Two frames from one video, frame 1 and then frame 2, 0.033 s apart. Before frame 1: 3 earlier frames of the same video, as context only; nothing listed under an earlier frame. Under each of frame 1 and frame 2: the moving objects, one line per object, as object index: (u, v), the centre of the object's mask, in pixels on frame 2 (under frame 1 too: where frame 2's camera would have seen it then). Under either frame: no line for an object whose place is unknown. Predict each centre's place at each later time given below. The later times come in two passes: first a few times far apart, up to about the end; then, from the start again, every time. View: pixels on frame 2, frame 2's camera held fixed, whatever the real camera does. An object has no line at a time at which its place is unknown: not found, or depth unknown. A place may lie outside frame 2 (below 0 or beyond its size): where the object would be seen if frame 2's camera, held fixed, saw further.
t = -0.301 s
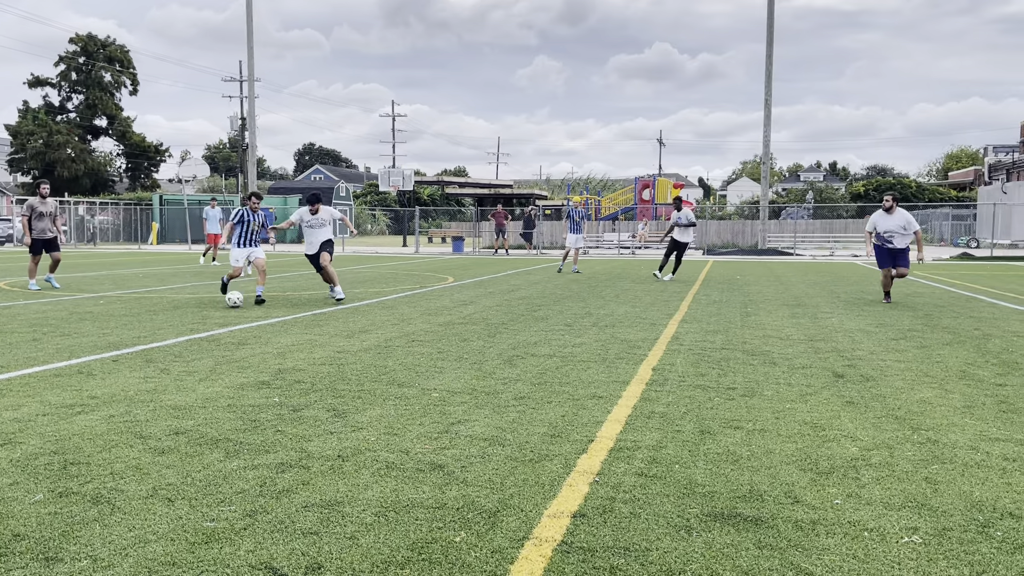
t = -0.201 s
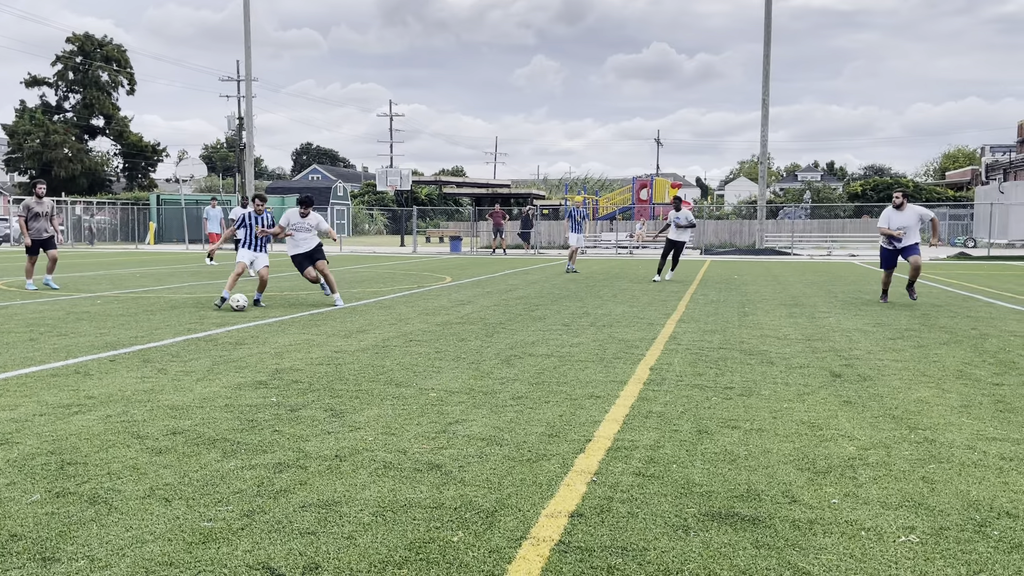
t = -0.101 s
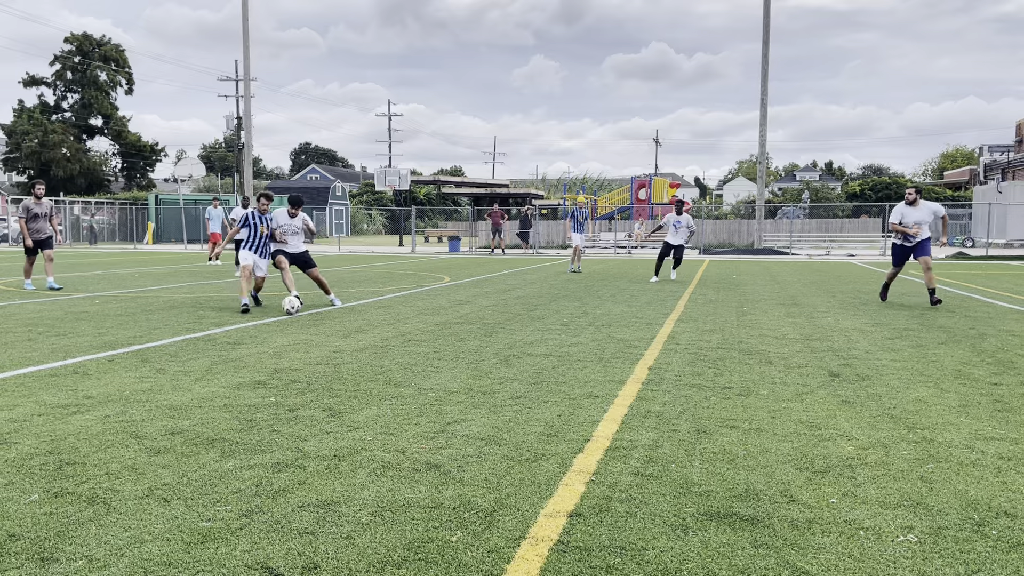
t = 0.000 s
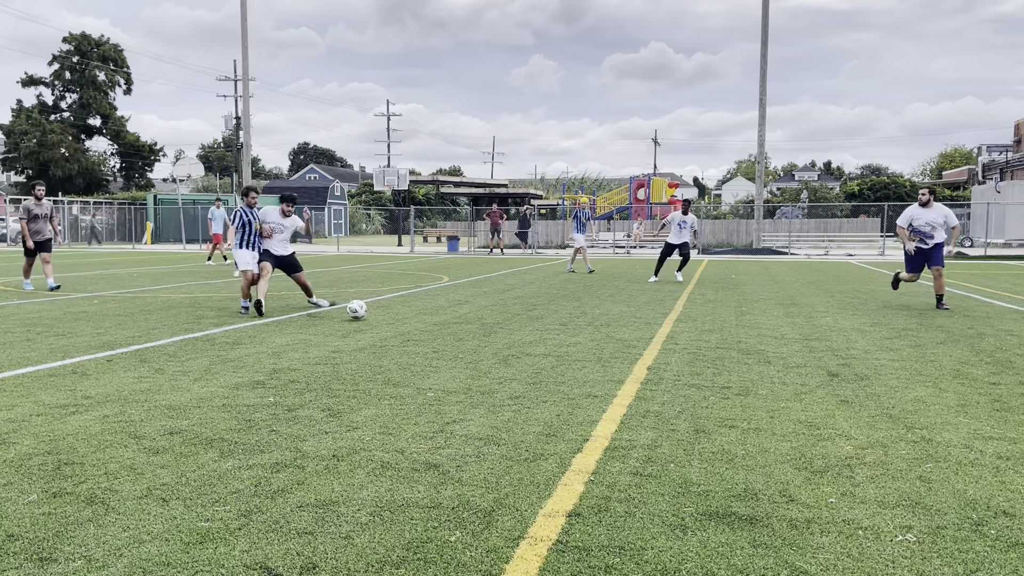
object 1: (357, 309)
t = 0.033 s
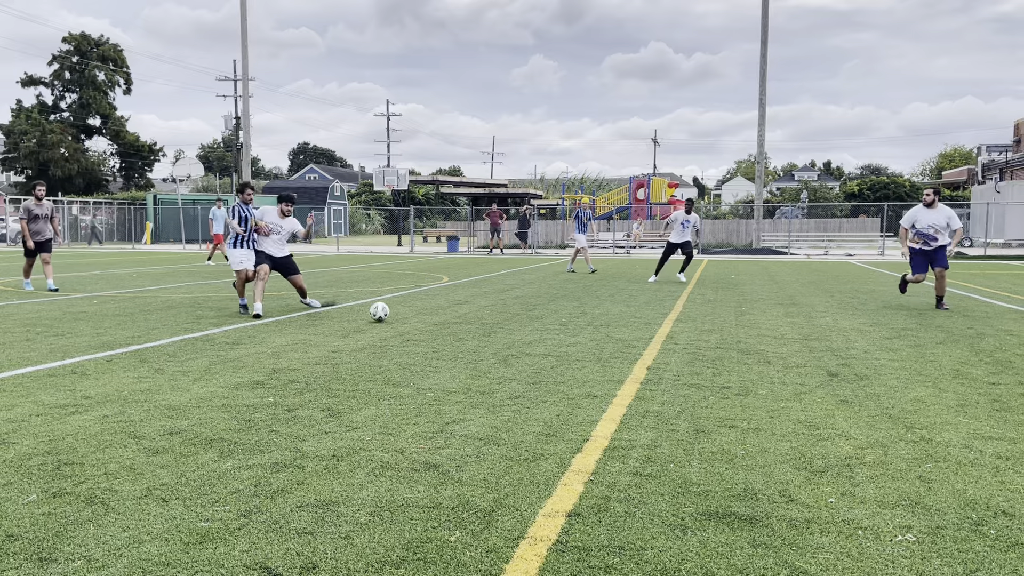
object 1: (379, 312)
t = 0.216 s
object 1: (501, 318)
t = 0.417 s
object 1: (639, 328)
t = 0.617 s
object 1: (794, 335)
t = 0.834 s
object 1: (995, 355)
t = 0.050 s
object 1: (391, 313)
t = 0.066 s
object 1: (402, 313)
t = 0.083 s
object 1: (413, 314)
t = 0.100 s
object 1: (424, 314)
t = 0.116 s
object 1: (436, 315)
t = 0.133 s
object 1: (446, 316)
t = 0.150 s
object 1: (458, 317)
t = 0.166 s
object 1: (469, 318)
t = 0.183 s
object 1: (480, 319)
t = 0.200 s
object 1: (490, 318)
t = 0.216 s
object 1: (501, 318)
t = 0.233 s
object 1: (512, 318)
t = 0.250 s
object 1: (523, 319)
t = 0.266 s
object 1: (534, 320)
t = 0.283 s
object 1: (545, 321)
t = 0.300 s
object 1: (556, 323)
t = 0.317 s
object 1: (568, 324)
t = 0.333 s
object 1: (580, 326)
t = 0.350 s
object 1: (592, 328)
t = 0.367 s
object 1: (603, 328)
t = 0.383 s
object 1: (614, 328)
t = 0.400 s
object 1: (627, 327)
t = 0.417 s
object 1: (639, 328)
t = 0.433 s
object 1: (650, 329)
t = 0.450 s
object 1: (663, 331)
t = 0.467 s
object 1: (676, 332)
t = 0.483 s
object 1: (688, 334)
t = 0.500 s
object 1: (701, 336)
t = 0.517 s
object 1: (714, 337)
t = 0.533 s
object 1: (727, 337)
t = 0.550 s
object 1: (740, 336)
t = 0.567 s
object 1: (753, 335)
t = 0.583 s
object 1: (766, 335)
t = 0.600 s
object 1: (781, 335)
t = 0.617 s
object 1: (794, 335)
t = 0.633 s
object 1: (808, 336)
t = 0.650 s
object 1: (822, 337)
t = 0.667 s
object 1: (836, 338)
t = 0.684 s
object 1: (851, 340)
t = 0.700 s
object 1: (866, 342)
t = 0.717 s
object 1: (882, 345)
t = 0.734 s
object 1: (896, 348)
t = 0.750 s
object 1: (912, 351)
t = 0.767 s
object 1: (928, 353)
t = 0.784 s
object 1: (945, 353)
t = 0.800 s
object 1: (961, 353)
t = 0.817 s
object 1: (978, 354)
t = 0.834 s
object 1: (995, 355)
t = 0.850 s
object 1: (1011, 355)
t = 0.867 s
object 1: (1029, 356)
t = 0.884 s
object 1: (1042, 358)
